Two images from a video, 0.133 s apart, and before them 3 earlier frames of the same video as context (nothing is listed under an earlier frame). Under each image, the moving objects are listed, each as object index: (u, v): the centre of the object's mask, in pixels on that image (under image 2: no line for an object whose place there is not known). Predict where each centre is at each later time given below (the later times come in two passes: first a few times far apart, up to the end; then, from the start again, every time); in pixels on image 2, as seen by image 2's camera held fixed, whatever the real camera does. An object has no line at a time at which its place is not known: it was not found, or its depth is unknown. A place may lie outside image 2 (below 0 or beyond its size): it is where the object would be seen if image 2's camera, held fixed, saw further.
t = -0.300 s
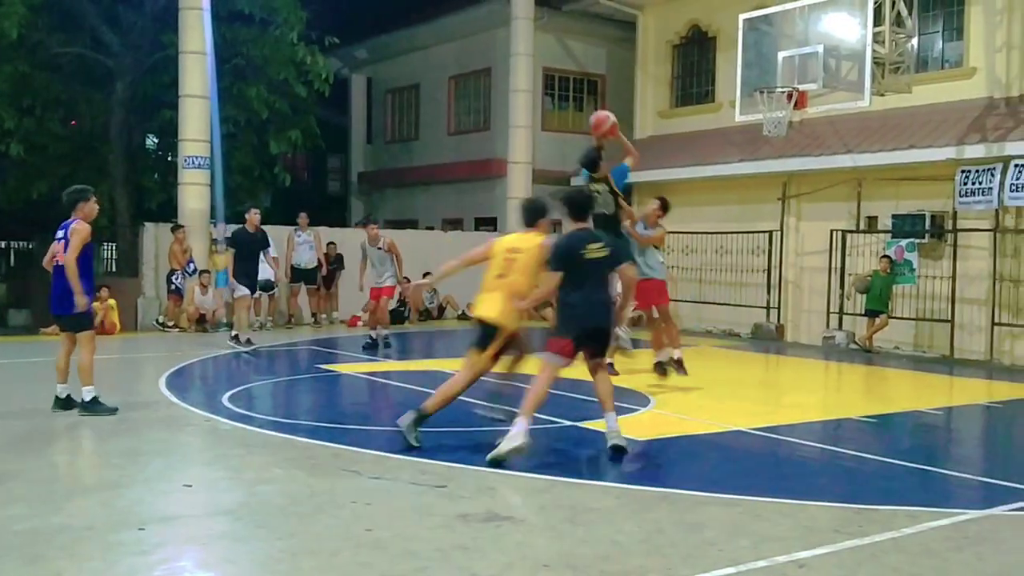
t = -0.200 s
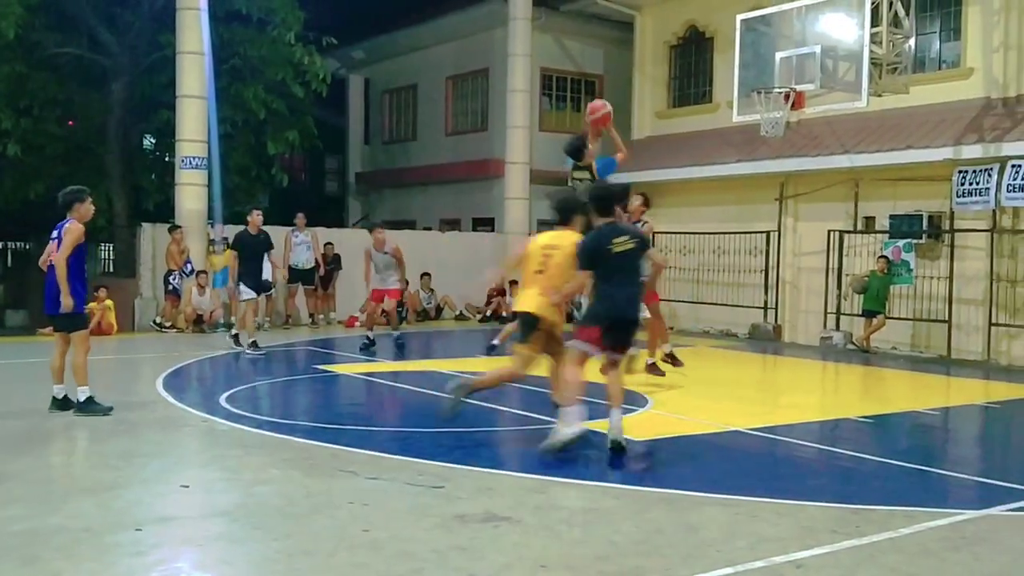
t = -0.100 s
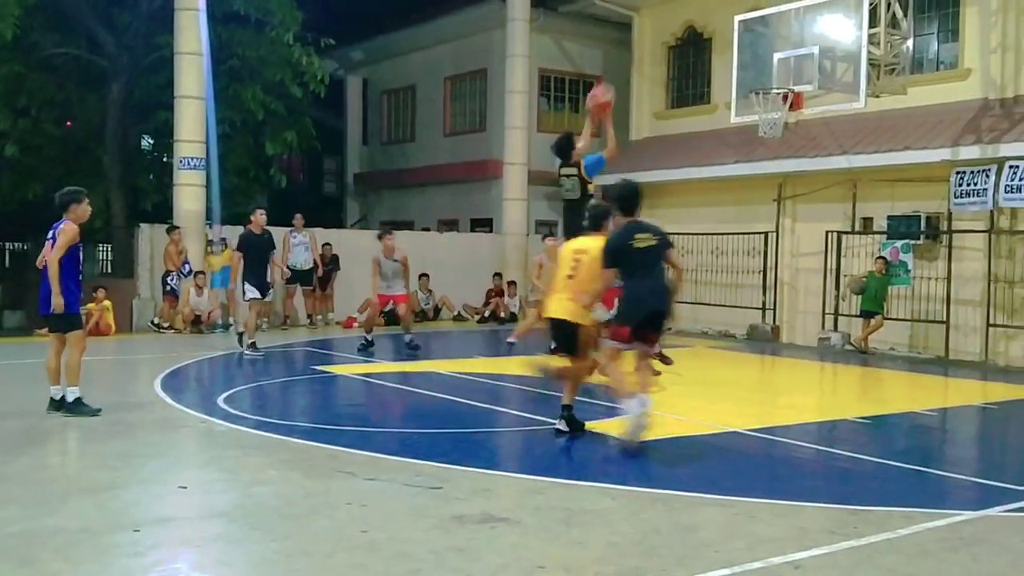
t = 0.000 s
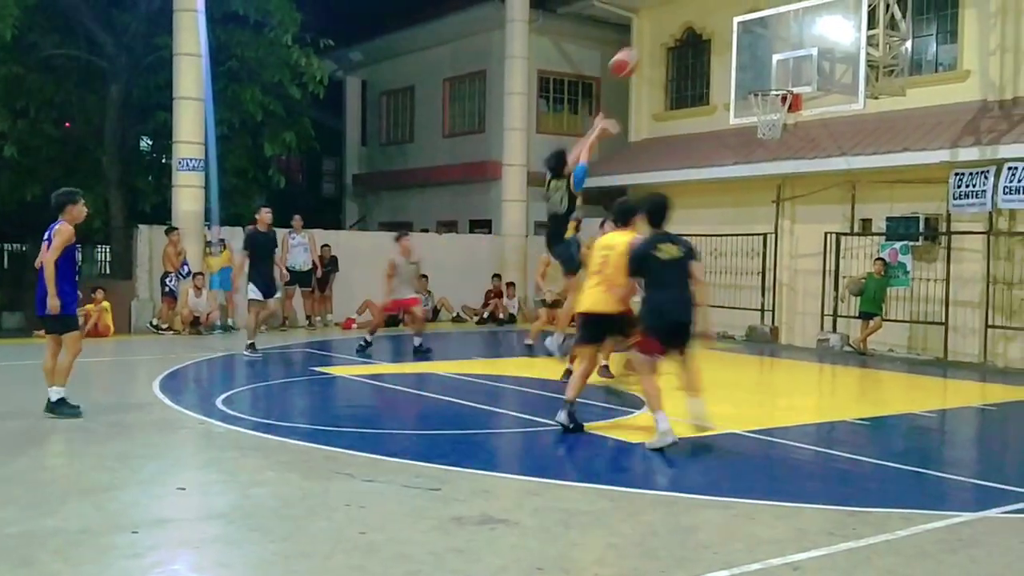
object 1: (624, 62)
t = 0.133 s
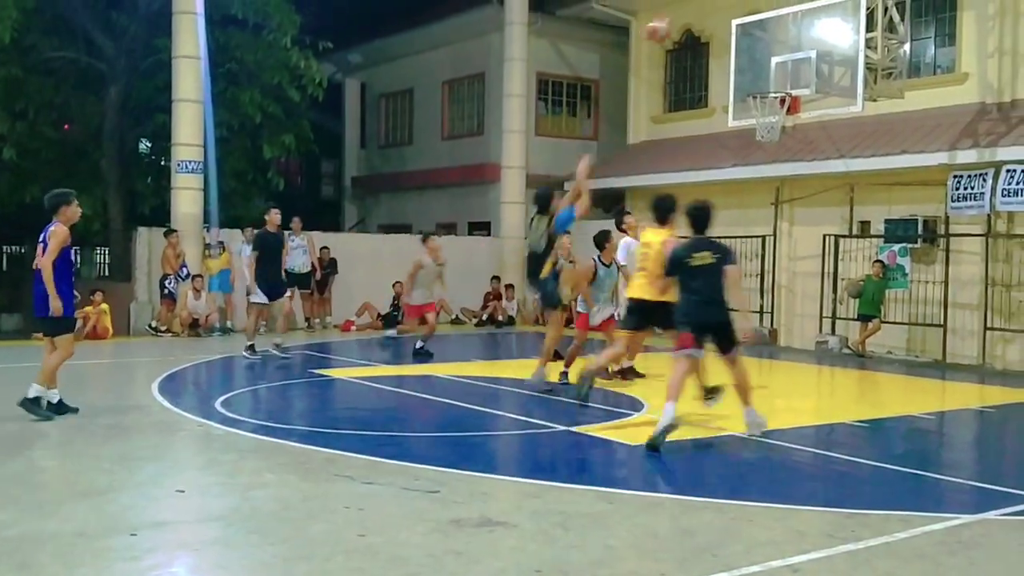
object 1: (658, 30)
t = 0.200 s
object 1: (674, 20)
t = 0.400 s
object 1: (721, 18)
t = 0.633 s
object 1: (769, 63)
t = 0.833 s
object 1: (784, 70)
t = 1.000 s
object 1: (769, 68)
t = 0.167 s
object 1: (666, 25)
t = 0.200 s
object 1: (674, 20)
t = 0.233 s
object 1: (681, 16)
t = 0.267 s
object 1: (689, 13)
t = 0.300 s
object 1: (698, 14)
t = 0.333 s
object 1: (706, 14)
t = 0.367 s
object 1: (713, 16)
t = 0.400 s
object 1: (721, 18)
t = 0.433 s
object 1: (728, 22)
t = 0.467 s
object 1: (737, 26)
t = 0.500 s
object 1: (744, 33)
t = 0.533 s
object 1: (750, 38)
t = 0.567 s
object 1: (756, 45)
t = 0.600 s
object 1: (761, 55)
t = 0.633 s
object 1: (769, 63)
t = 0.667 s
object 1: (774, 75)
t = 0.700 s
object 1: (781, 81)
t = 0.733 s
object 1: (782, 79)
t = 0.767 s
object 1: (783, 75)
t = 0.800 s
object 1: (784, 72)
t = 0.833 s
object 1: (784, 70)
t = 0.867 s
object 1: (785, 70)
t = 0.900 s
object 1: (784, 69)
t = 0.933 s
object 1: (779, 67)
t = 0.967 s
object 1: (774, 67)
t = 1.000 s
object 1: (769, 68)
